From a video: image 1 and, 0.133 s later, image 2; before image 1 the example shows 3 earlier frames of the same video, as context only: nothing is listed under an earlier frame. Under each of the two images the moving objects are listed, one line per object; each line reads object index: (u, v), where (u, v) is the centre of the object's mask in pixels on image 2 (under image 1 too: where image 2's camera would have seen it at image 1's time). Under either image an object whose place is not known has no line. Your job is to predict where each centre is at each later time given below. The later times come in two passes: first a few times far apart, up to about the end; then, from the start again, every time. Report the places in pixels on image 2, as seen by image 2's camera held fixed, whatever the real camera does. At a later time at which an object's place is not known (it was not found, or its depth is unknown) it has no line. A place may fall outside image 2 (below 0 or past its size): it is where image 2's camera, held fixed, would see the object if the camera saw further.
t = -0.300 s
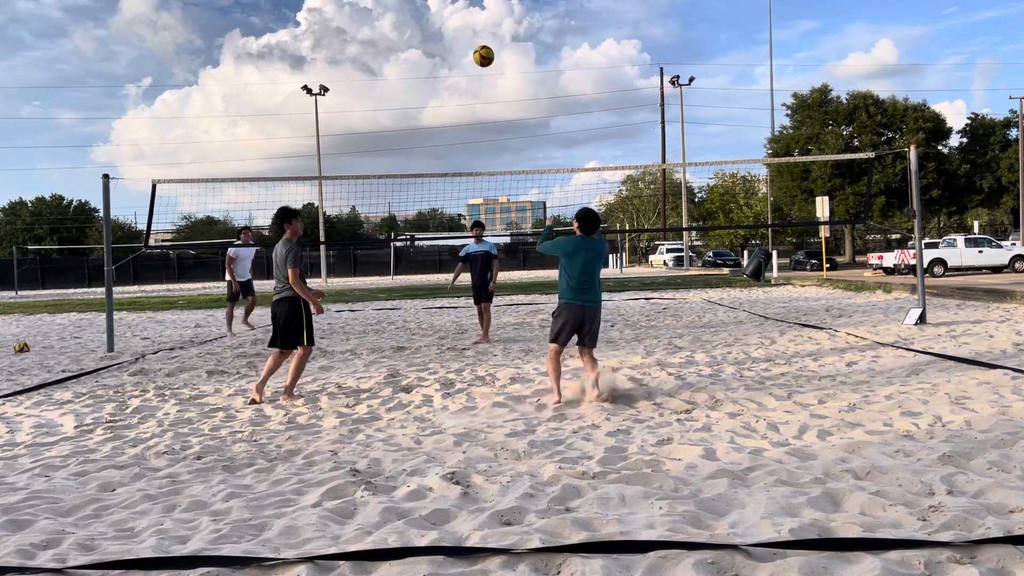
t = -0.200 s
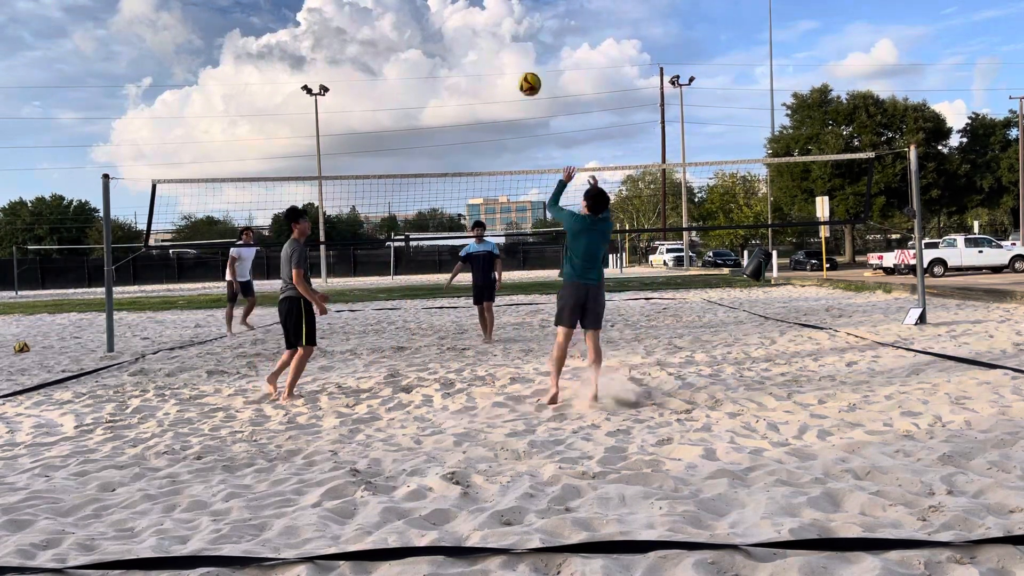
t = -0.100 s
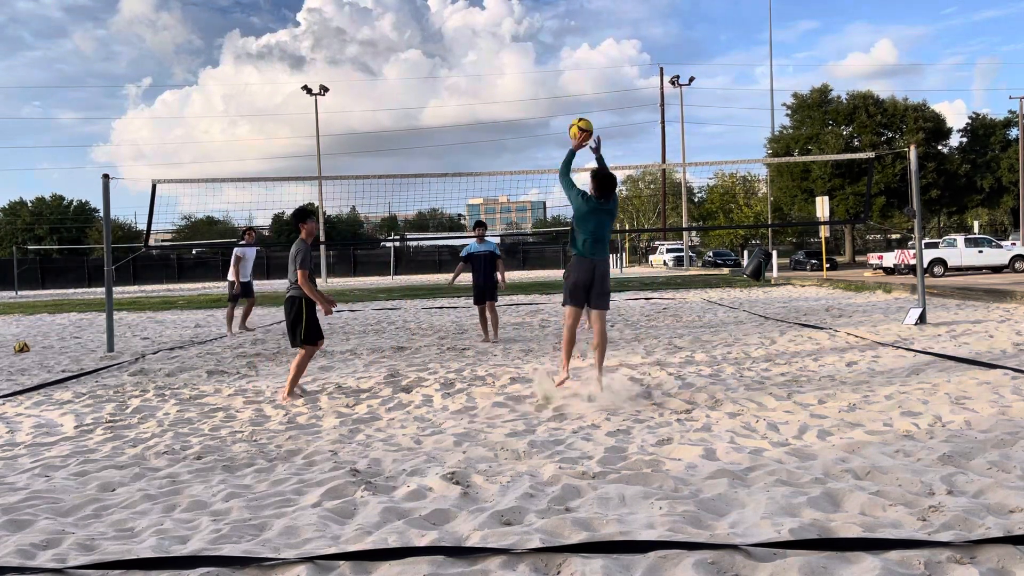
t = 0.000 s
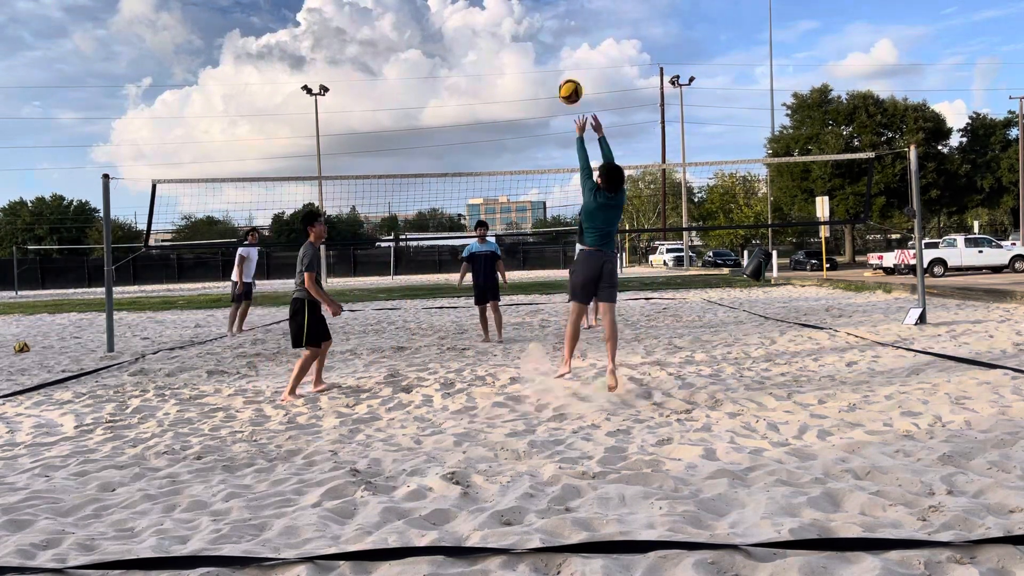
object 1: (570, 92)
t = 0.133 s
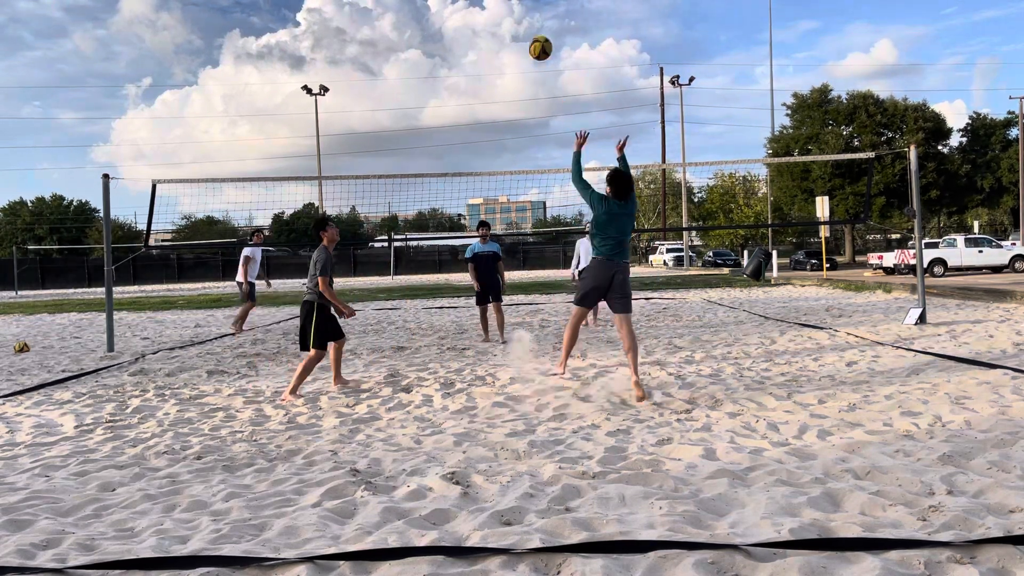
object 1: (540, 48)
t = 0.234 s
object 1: (520, 30)
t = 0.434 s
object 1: (485, 28)
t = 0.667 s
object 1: (450, 73)
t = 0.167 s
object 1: (533, 41)
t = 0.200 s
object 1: (527, 35)
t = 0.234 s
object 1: (520, 30)
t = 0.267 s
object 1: (514, 27)
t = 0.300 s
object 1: (508, 25)
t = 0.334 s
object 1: (502, 24)
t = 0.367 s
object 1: (496, 24)
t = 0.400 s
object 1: (491, 25)
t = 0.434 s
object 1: (485, 28)
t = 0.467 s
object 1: (480, 32)
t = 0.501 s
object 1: (474, 36)
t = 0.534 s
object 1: (469, 42)
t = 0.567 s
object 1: (464, 48)
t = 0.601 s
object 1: (459, 56)
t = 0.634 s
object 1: (454, 64)
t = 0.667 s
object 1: (450, 73)
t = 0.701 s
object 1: (445, 83)
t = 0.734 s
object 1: (441, 94)
